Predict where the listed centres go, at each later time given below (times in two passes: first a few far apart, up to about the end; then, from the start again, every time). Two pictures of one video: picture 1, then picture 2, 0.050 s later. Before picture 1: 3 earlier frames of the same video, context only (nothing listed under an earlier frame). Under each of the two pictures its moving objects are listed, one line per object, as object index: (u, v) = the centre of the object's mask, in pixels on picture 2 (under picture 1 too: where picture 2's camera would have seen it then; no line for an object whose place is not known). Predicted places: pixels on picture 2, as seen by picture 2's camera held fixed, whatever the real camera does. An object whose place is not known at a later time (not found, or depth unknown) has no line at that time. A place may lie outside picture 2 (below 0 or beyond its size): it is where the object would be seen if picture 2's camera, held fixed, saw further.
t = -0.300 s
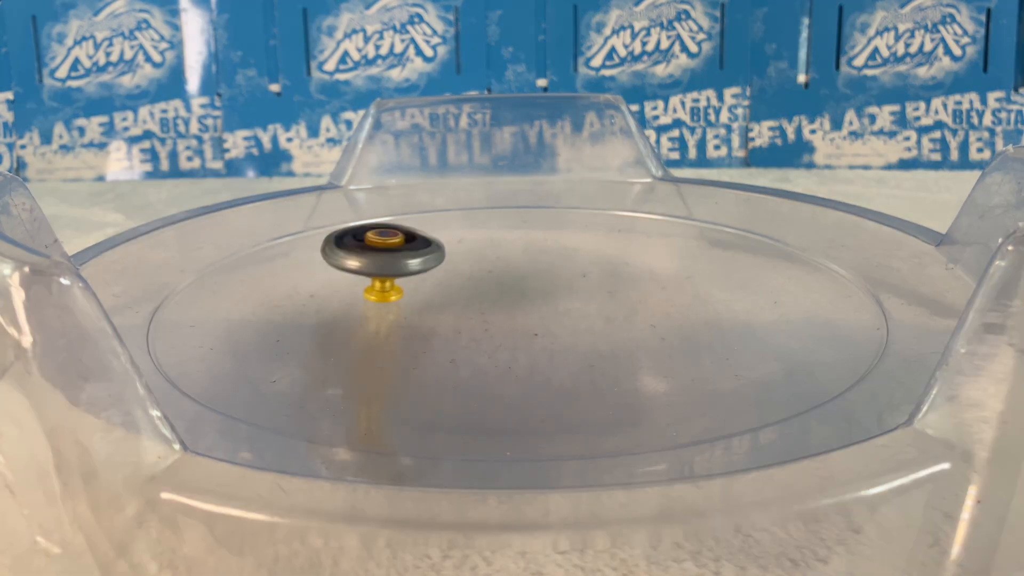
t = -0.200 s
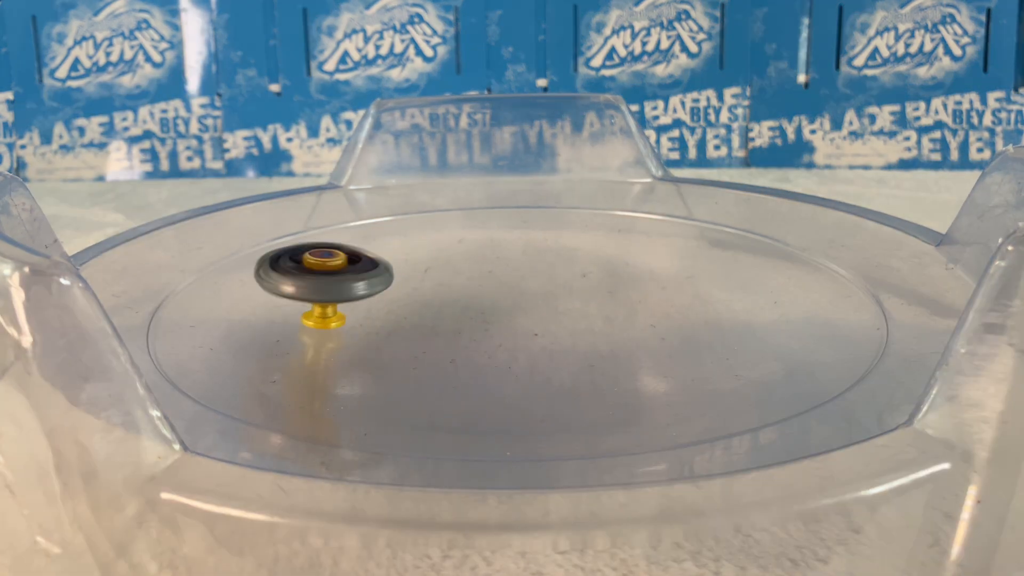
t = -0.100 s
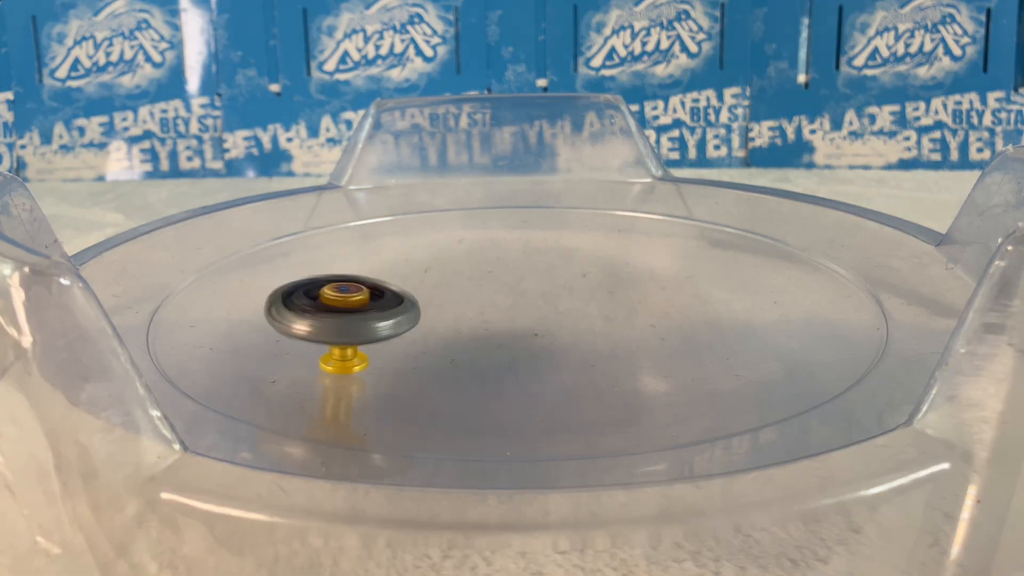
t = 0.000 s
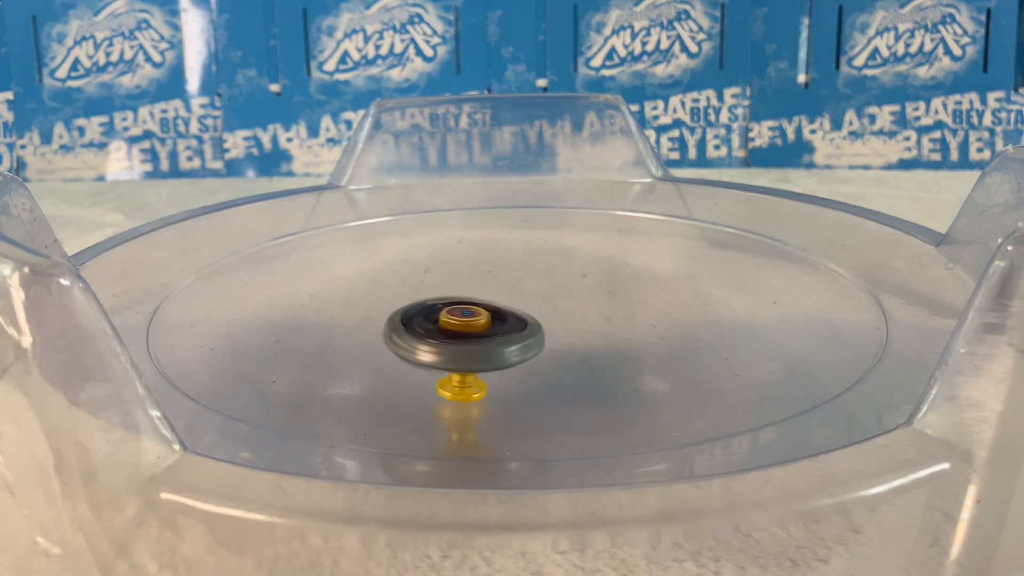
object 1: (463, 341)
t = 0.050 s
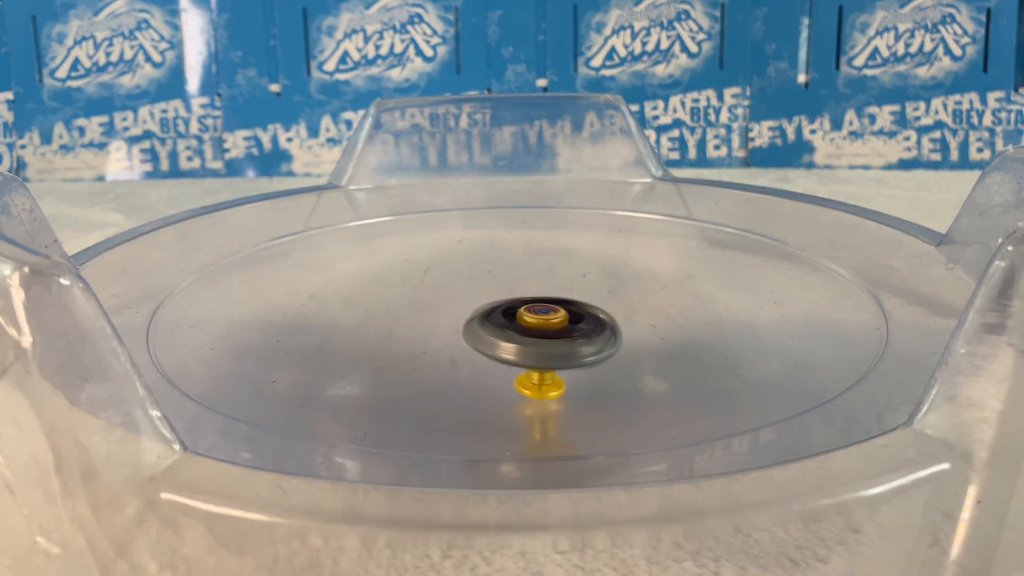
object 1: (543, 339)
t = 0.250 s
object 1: (682, 258)
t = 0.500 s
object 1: (474, 204)
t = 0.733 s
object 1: (267, 258)
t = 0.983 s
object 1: (572, 360)
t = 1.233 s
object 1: (783, 256)
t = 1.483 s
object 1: (514, 218)
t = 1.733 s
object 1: (297, 294)
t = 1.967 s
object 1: (585, 362)
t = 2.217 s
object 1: (754, 257)
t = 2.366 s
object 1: (592, 225)
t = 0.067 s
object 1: (567, 336)
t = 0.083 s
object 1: (589, 332)
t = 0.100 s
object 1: (611, 327)
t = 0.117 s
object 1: (631, 320)
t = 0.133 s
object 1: (647, 313)
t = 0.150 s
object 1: (660, 306)
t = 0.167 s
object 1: (670, 298)
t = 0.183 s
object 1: (678, 289)
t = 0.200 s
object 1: (684, 281)
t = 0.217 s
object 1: (686, 272)
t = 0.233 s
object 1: (684, 265)
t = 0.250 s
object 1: (682, 258)
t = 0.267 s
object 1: (678, 250)
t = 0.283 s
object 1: (672, 243)
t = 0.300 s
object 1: (663, 237)
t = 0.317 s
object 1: (652, 231)
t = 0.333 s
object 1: (639, 225)
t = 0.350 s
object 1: (627, 222)
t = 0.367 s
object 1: (613, 217)
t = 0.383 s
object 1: (597, 213)
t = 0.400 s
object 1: (580, 211)
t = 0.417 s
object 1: (564, 210)
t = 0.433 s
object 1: (547, 208)
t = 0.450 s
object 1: (530, 207)
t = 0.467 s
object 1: (511, 206)
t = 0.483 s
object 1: (492, 205)
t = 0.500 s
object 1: (474, 204)
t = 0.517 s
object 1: (456, 205)
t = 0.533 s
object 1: (438, 205)
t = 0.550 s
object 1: (418, 206)
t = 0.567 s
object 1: (399, 208)
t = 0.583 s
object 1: (382, 210)
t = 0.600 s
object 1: (366, 213)
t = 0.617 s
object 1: (349, 216)
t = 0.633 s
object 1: (333, 220)
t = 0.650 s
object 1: (319, 225)
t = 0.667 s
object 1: (306, 230)
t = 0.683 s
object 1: (295, 236)
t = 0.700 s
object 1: (284, 242)
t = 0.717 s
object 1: (274, 250)
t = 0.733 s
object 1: (267, 258)
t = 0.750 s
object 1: (302, 281)
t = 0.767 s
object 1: (301, 288)
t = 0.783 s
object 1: (303, 297)
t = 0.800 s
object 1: (310, 305)
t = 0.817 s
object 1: (317, 313)
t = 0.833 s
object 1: (328, 322)
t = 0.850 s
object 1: (343, 329)
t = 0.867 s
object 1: (360, 336)
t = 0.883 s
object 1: (383, 344)
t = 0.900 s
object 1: (410, 349)
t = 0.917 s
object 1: (437, 354)
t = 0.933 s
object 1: (470, 358)
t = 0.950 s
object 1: (503, 358)
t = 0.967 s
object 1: (536, 359)
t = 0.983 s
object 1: (572, 360)
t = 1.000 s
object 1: (605, 355)
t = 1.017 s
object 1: (636, 353)
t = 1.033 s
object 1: (667, 348)
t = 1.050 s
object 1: (692, 342)
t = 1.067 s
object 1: (719, 336)
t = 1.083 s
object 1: (740, 328)
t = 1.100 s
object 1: (757, 321)
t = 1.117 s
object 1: (773, 313)
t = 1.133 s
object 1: (782, 305)
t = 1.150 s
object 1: (791, 297)
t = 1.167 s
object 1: (796, 287)
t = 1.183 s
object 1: (796, 279)
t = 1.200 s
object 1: (796, 272)
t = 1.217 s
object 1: (790, 263)
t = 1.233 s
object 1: (783, 256)
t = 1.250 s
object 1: (775, 250)
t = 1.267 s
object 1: (762, 244)
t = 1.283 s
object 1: (750, 238)
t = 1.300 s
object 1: (735, 233)
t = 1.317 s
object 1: (719, 229)
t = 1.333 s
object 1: (703, 225)
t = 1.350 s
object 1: (682, 222)
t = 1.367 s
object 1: (664, 220)
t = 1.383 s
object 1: (644, 217)
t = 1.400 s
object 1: (622, 216)
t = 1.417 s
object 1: (602, 216)
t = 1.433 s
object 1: (580, 215)
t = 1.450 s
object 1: (558, 215)
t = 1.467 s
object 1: (537, 216)
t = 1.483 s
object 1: (514, 218)
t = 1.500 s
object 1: (493, 219)
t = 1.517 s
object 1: (472, 222)
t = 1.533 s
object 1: (449, 225)
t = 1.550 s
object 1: (430, 228)
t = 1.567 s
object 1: (408, 231)
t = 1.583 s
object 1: (390, 235)
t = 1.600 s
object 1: (374, 239)
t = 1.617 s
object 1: (356, 246)
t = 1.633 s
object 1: (342, 251)
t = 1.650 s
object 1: (328, 256)
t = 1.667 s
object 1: (316, 265)
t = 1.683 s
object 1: (308, 271)
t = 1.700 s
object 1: (300, 278)
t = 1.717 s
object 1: (298, 287)
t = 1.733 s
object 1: (297, 294)
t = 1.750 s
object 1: (297, 302)
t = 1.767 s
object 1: (302, 309)
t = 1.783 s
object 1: (306, 317)
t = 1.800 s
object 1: (317, 326)
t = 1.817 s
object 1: (330, 333)
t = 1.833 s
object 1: (345, 340)
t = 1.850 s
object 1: (367, 346)
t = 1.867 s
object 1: (388, 352)
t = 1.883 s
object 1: (417, 357)
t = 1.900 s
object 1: (447, 360)
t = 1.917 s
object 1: (479, 363)
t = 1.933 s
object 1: (515, 364)
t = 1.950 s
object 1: (548, 363)
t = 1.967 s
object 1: (585, 362)
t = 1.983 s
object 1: (617, 358)
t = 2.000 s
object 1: (650, 354)
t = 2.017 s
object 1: (680, 347)
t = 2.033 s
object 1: (707, 342)
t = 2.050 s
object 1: (731, 334)
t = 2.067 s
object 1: (748, 326)
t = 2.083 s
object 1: (765, 319)
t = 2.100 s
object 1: (774, 310)
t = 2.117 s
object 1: (782, 301)
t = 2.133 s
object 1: (785, 292)
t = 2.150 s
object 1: (784, 285)
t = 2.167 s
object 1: (782, 277)
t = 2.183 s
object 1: (774, 270)
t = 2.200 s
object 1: (767, 263)
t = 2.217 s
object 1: (754, 257)
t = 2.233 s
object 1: (742, 251)
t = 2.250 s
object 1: (727, 245)
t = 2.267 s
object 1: (710, 241)
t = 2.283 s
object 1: (693, 237)
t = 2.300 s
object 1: (673, 234)
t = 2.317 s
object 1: (656, 231)
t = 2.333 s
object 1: (634, 228)
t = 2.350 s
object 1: (613, 226)
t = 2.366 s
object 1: (592, 225)
